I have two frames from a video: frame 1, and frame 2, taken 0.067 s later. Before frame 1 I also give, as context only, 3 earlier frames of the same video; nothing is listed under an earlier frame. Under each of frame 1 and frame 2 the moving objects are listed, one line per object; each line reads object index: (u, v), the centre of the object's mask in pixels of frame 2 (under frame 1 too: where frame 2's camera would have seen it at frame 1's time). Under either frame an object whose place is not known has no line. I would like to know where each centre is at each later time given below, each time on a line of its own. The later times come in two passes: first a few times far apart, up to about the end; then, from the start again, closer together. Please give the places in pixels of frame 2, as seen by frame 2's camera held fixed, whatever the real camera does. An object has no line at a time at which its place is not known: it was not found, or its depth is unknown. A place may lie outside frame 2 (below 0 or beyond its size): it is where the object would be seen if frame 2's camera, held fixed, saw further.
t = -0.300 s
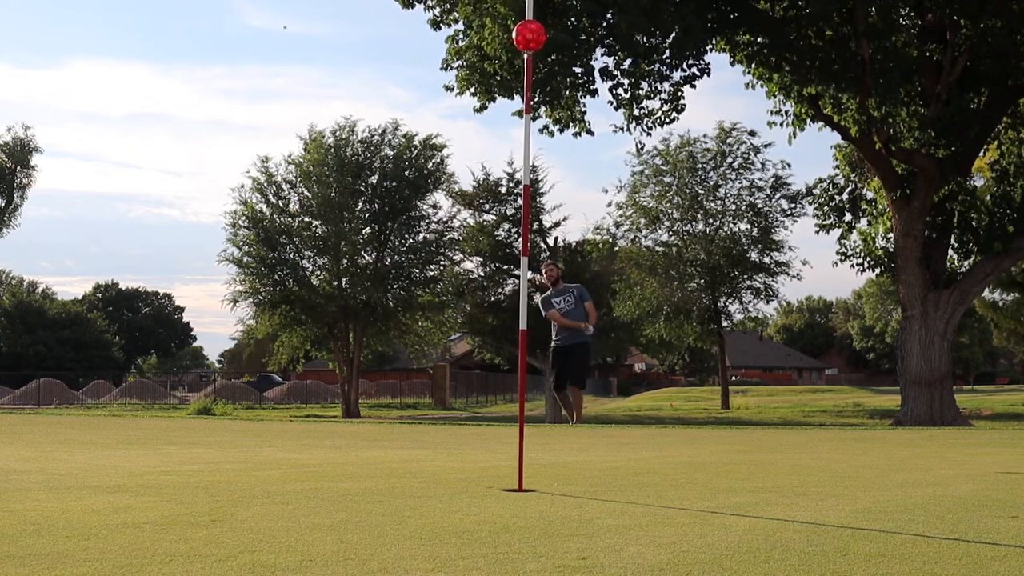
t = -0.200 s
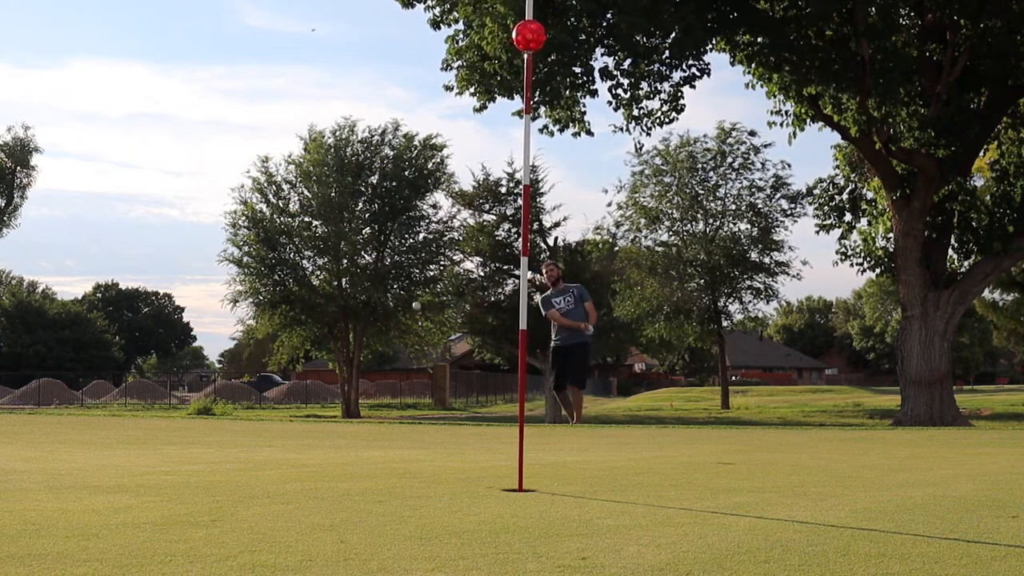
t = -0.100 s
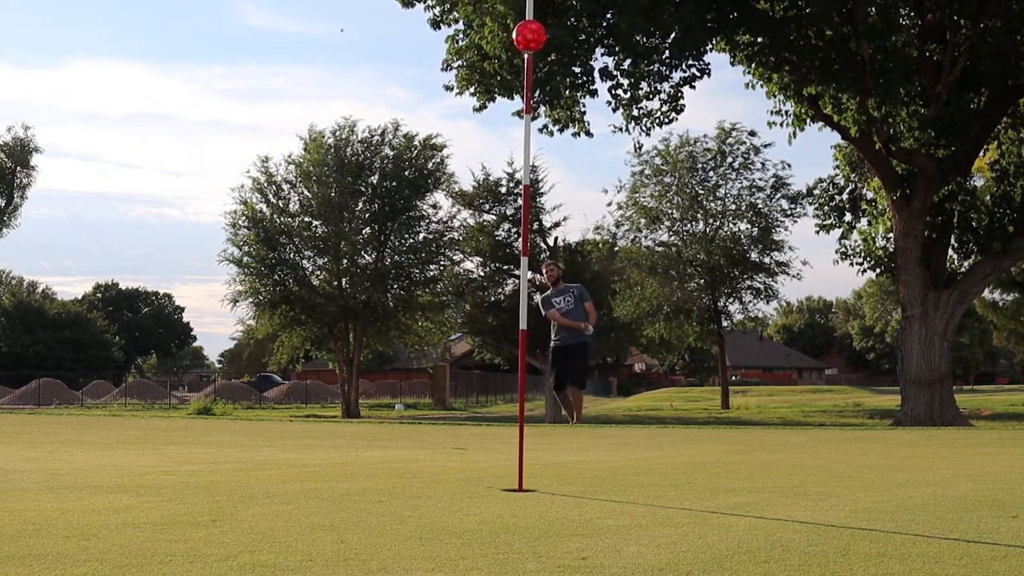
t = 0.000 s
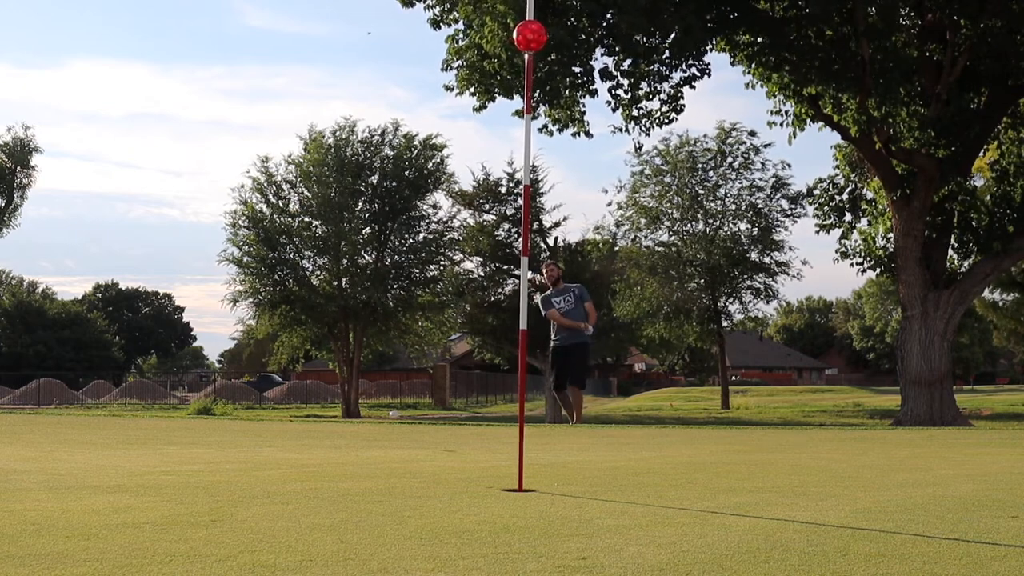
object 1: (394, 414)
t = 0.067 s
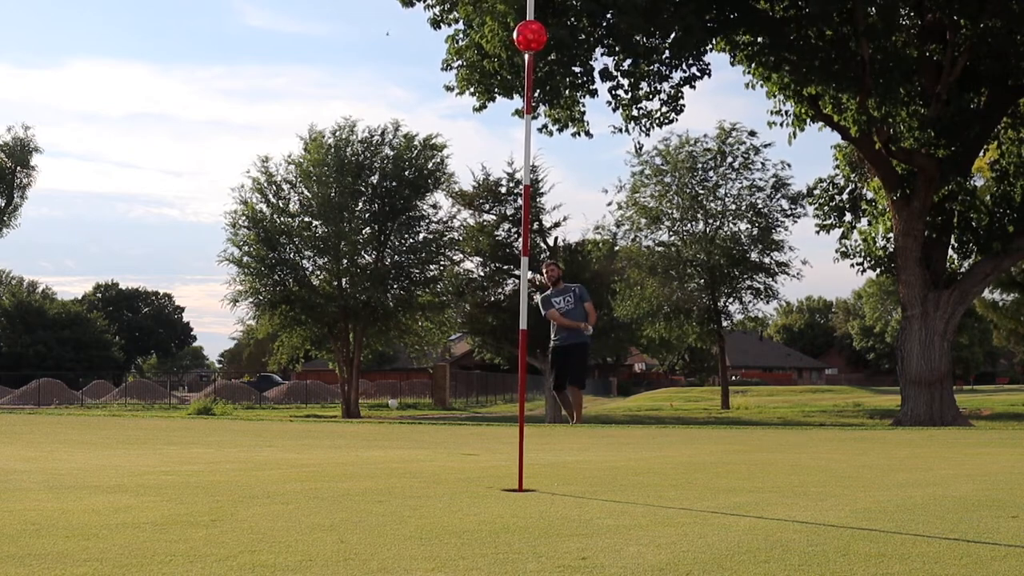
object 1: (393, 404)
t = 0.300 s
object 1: (390, 441)
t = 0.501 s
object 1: (386, 450)
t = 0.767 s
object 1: (384, 456)
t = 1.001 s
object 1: (384, 462)
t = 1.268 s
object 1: (385, 470)
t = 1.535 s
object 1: (387, 477)
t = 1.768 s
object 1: (391, 484)
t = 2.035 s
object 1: (403, 492)
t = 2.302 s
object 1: (423, 501)
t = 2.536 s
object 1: (447, 507)
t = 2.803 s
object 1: (474, 514)
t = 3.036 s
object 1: (494, 519)
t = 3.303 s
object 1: (517, 522)
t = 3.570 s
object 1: (531, 525)
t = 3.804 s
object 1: (534, 526)
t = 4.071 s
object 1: (533, 526)
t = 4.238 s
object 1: (533, 525)
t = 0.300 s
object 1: (390, 441)
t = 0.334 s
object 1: (389, 443)
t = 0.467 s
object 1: (386, 443)
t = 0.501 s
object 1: (386, 450)
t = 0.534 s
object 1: (385, 449)
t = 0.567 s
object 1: (384, 448)
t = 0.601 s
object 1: (384, 450)
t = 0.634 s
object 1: (384, 453)
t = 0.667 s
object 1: (384, 453)
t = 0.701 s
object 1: (384, 455)
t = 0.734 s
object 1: (383, 455)
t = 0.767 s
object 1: (384, 456)
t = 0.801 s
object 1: (384, 456)
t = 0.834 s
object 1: (384, 457)
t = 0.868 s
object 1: (384, 458)
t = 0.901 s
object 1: (383, 459)
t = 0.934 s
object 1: (383, 460)
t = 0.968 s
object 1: (384, 461)
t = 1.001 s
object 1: (384, 462)
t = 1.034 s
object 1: (384, 463)
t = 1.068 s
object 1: (384, 463)
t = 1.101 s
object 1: (384, 464)
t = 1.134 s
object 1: (384, 466)
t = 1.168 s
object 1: (384, 467)
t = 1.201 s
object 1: (384, 468)
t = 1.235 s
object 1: (384, 469)
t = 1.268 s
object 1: (385, 470)
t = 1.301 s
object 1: (385, 470)
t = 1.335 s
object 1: (385, 471)
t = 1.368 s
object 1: (385, 472)
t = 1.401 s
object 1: (386, 473)
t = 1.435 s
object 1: (386, 474)
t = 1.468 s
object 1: (386, 475)
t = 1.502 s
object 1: (386, 476)
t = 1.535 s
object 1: (387, 477)
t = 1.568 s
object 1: (387, 478)
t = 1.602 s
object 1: (387, 478)
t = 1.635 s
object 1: (388, 480)
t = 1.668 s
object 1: (388, 481)
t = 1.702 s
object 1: (389, 482)
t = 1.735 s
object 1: (390, 483)
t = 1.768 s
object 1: (391, 484)
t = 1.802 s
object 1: (392, 485)
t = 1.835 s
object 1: (393, 486)
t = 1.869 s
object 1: (395, 487)
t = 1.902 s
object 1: (396, 488)
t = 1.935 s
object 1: (398, 489)
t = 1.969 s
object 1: (400, 490)
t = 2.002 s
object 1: (401, 491)
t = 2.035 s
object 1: (403, 492)
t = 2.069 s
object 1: (406, 493)
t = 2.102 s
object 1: (407, 494)
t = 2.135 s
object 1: (409, 495)
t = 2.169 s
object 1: (412, 496)
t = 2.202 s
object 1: (415, 498)
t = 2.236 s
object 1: (417, 499)
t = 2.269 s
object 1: (420, 499)
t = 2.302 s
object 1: (423, 501)
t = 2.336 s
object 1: (426, 501)
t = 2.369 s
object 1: (430, 502)
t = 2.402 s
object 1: (433, 503)
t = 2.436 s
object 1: (436, 504)
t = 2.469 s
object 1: (440, 505)
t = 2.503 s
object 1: (443, 506)
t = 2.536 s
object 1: (447, 507)
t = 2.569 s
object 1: (451, 508)
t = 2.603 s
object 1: (454, 509)
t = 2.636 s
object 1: (458, 510)
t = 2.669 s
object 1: (461, 510)
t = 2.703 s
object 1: (465, 511)
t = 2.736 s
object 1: (468, 512)
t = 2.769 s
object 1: (471, 513)
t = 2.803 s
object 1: (474, 514)
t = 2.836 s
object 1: (477, 515)
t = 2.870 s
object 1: (480, 515)
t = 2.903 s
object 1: (483, 516)
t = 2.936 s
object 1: (485, 516)
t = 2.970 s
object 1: (488, 518)
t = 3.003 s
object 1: (491, 518)
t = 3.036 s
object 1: (494, 519)
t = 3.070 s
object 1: (496, 519)
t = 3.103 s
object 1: (499, 520)
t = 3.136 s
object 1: (502, 520)
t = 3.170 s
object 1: (505, 521)
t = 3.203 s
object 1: (508, 521)
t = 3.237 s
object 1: (511, 522)
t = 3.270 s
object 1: (514, 522)
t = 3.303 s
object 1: (517, 522)
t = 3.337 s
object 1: (519, 523)
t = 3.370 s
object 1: (521, 523)
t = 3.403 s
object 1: (523, 523)
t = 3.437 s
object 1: (525, 524)
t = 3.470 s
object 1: (526, 524)
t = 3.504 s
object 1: (528, 524)
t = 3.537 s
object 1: (529, 524)
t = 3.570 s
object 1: (531, 525)
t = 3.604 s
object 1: (532, 525)
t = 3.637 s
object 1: (533, 525)
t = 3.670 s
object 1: (533, 525)
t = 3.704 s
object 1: (533, 525)
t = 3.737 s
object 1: (534, 526)
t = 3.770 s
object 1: (534, 526)
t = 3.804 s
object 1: (534, 526)
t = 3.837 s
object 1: (534, 526)
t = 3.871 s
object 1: (534, 526)
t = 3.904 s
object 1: (533, 526)
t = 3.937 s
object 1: (533, 526)
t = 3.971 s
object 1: (533, 526)
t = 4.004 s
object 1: (533, 525)
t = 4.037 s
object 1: (533, 525)
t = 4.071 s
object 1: (533, 526)
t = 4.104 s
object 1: (533, 526)
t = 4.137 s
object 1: (533, 526)
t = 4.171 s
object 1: (533, 525)
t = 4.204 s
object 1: (533, 525)
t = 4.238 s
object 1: (533, 525)
